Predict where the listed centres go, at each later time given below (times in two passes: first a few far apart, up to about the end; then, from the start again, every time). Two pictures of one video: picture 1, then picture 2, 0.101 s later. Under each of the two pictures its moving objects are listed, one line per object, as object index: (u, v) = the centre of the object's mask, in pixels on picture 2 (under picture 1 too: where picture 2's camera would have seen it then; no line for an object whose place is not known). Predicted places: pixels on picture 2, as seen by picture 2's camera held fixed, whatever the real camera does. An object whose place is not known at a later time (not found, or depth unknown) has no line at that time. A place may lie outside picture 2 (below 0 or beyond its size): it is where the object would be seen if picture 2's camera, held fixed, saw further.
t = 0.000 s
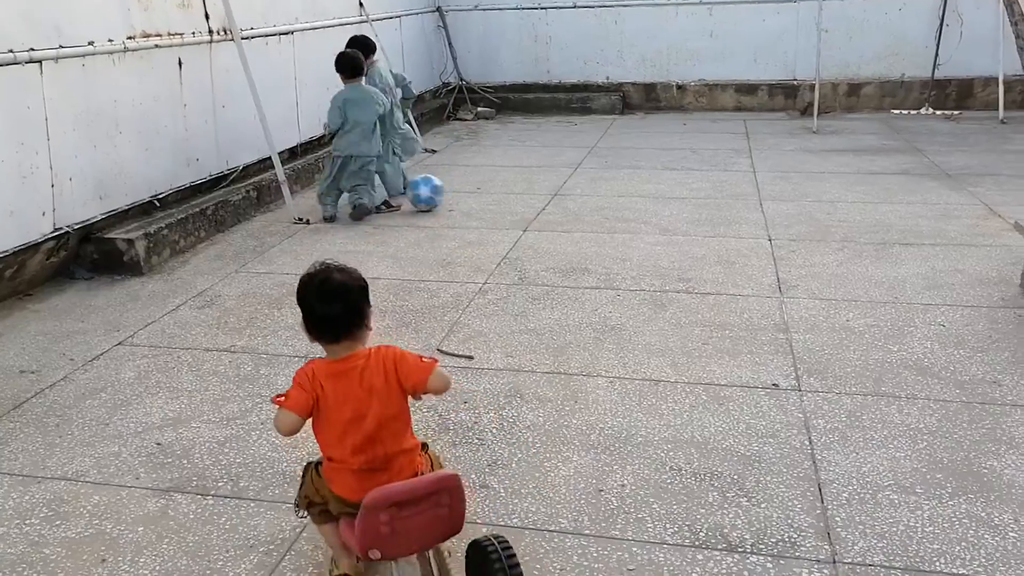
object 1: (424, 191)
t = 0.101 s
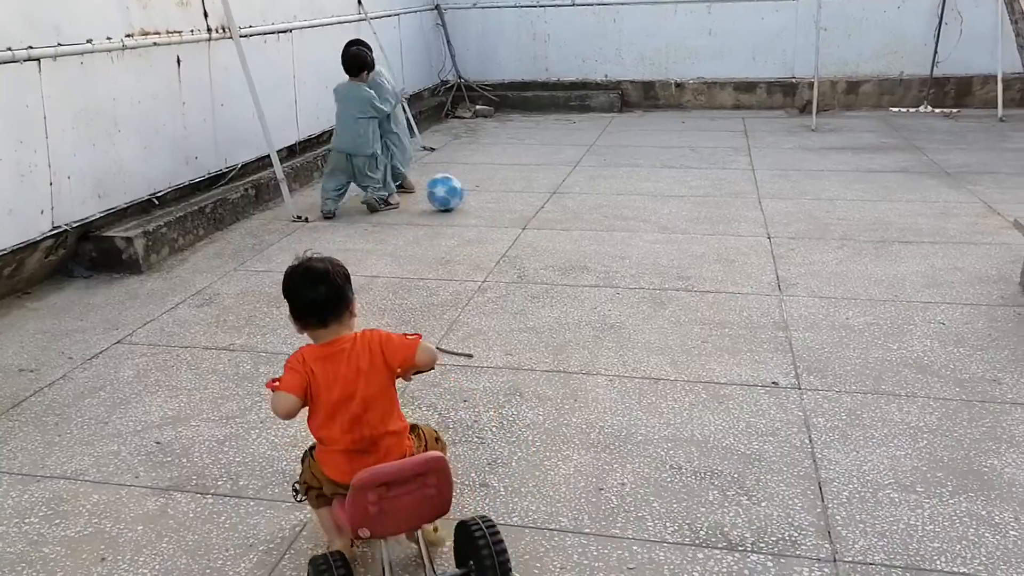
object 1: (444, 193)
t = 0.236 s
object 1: (469, 195)
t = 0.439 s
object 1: (505, 198)
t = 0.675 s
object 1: (547, 203)
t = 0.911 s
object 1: (590, 207)
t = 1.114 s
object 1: (625, 211)
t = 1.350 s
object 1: (667, 215)
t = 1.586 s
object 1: (707, 220)
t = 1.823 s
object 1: (748, 223)
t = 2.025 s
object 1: (784, 227)
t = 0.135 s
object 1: (451, 194)
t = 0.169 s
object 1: (457, 194)
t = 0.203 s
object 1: (463, 195)
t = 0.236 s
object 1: (469, 195)
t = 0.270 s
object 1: (476, 196)
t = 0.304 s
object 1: (482, 197)
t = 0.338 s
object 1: (487, 196)
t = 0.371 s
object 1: (493, 197)
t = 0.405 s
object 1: (499, 199)
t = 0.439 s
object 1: (505, 198)
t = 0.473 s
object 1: (511, 198)
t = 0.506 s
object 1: (517, 201)
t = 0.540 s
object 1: (523, 201)
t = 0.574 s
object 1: (529, 201)
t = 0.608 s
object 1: (535, 202)
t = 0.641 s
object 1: (542, 203)
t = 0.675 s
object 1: (547, 203)
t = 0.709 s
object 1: (553, 204)
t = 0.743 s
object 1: (559, 204)
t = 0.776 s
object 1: (565, 205)
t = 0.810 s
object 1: (571, 206)
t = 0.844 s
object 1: (576, 205)
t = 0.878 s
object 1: (583, 206)
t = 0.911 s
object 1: (590, 207)
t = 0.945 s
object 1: (595, 208)
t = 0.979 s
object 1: (602, 208)
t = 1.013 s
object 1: (608, 208)
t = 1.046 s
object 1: (614, 211)
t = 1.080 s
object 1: (619, 210)
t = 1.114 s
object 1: (625, 211)
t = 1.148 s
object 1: (632, 212)
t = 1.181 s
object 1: (638, 212)
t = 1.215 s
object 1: (644, 213)
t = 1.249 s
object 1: (650, 213)
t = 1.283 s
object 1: (655, 214)
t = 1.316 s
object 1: (662, 215)
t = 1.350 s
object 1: (667, 215)
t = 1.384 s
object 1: (672, 216)
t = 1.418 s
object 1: (678, 215)
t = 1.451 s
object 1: (684, 217)
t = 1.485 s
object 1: (690, 217)
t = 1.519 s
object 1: (696, 218)
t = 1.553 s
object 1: (701, 218)
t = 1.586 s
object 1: (707, 220)
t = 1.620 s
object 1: (713, 220)
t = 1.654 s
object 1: (719, 221)
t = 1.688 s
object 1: (724, 221)
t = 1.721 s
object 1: (730, 222)
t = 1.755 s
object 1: (736, 222)
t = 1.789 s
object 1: (742, 223)
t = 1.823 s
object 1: (748, 223)
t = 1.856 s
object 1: (754, 223)
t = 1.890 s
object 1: (760, 225)
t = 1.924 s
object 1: (767, 226)
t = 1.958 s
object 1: (772, 226)
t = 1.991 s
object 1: (778, 227)
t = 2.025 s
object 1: (784, 227)
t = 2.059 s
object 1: (790, 229)
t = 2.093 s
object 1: (796, 229)
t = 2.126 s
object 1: (802, 230)
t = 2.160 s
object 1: (808, 230)
